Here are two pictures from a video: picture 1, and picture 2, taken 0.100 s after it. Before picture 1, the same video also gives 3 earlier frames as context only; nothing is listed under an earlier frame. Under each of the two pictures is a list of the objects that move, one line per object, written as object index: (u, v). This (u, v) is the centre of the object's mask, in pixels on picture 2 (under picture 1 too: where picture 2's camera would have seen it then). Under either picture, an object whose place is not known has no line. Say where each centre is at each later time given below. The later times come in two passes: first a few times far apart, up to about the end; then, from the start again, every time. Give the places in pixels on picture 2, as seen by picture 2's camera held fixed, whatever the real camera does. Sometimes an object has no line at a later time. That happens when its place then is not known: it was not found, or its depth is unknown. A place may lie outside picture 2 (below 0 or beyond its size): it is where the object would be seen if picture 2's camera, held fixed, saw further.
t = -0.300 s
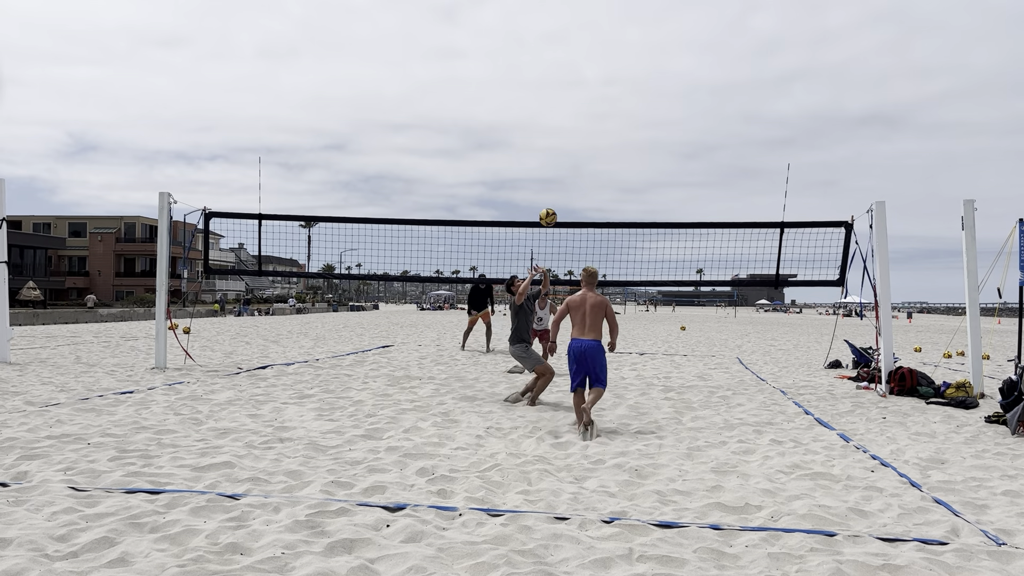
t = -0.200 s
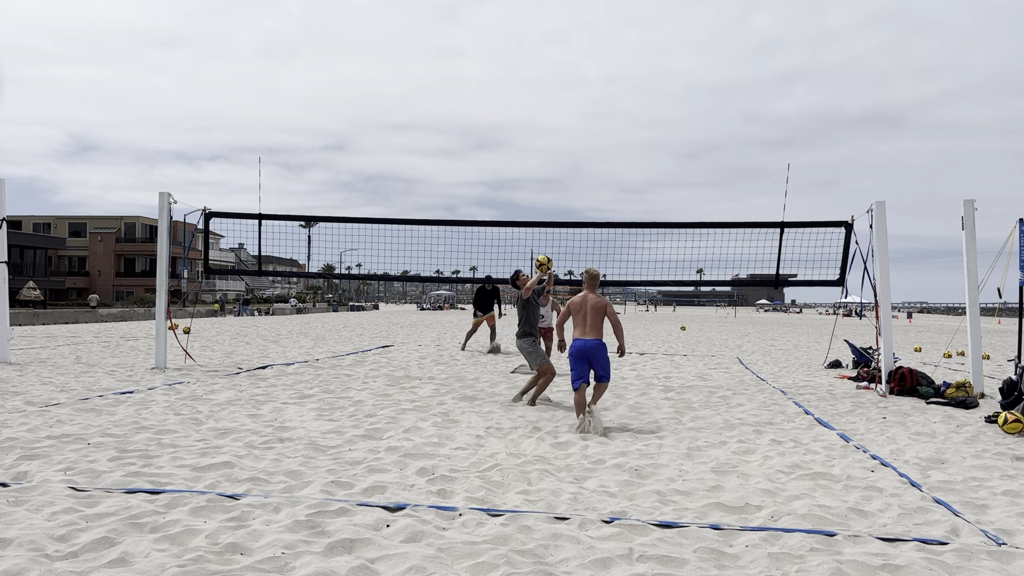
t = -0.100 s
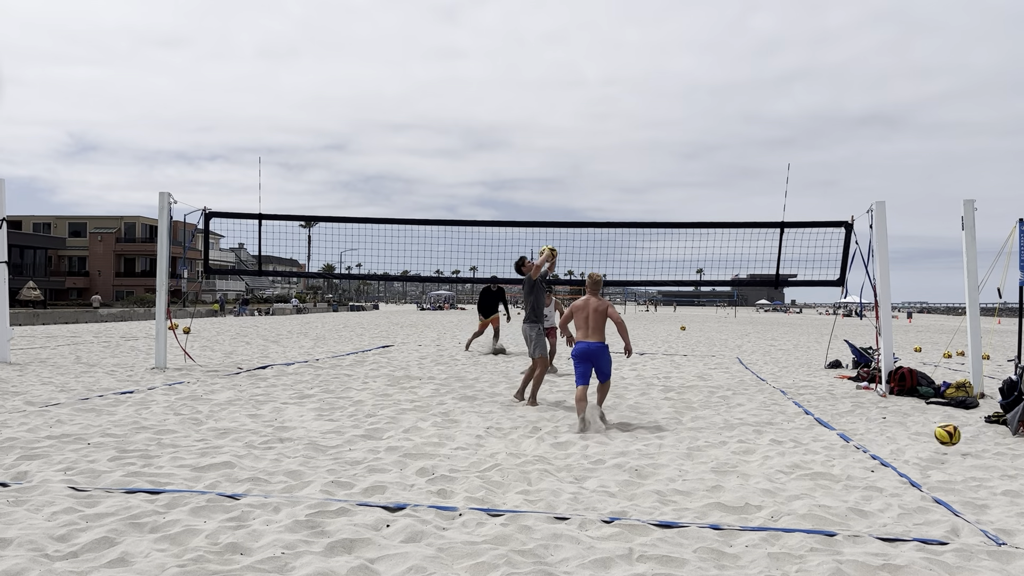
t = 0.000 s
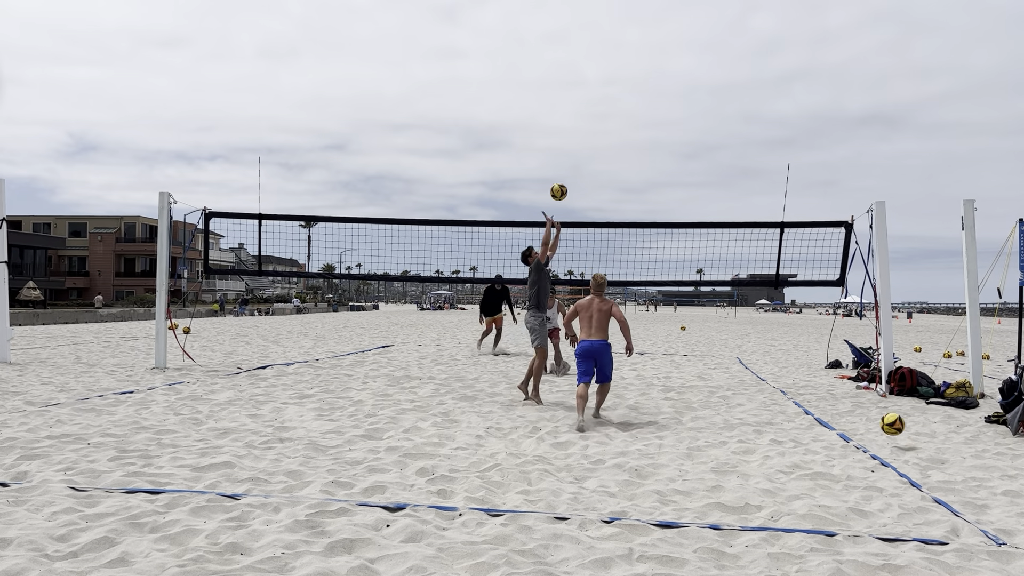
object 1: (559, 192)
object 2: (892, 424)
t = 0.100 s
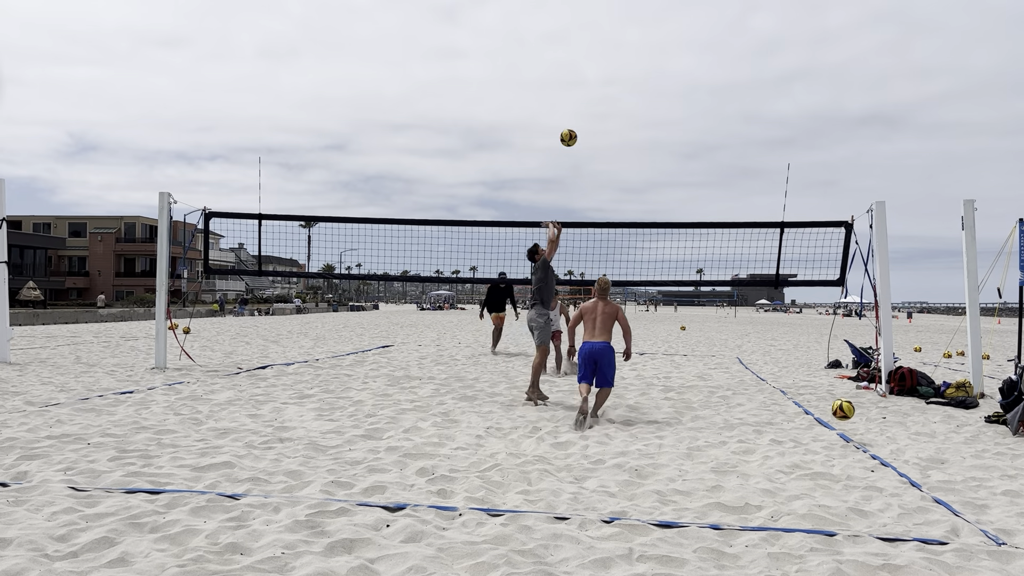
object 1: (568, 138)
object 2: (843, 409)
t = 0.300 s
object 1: (586, 60)
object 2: (750, 411)
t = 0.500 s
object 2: (672, 407)
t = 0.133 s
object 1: (572, 122)
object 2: (827, 407)
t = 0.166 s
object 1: (574, 107)
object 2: (810, 405)
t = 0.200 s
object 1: (577, 94)
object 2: (795, 405)
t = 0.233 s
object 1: (581, 81)
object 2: (780, 406)
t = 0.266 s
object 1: (583, 70)
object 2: (765, 408)
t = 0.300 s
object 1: (586, 60)
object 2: (750, 411)
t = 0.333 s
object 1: (588, 50)
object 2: (735, 415)
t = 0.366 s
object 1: (591, 42)
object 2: (722, 420)
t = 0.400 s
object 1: (593, 35)
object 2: (708, 420)
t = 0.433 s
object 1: (596, 28)
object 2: (696, 415)
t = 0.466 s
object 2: (684, 410)
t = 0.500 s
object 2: (672, 407)
